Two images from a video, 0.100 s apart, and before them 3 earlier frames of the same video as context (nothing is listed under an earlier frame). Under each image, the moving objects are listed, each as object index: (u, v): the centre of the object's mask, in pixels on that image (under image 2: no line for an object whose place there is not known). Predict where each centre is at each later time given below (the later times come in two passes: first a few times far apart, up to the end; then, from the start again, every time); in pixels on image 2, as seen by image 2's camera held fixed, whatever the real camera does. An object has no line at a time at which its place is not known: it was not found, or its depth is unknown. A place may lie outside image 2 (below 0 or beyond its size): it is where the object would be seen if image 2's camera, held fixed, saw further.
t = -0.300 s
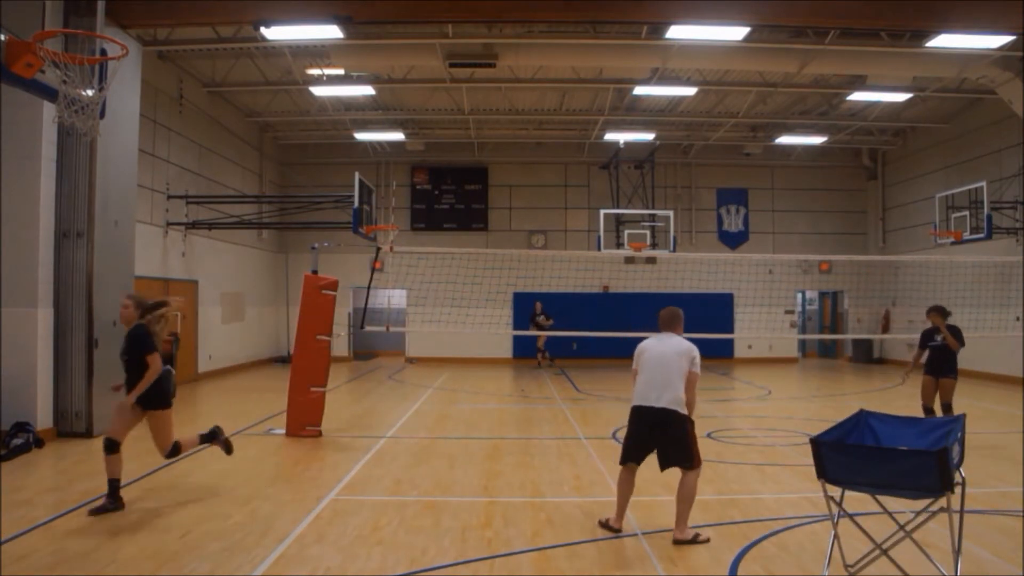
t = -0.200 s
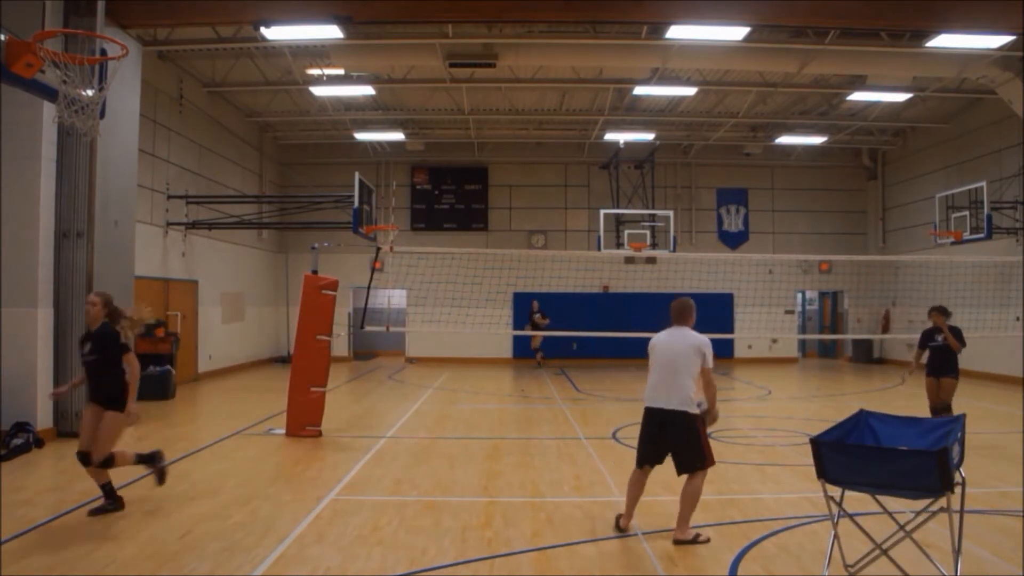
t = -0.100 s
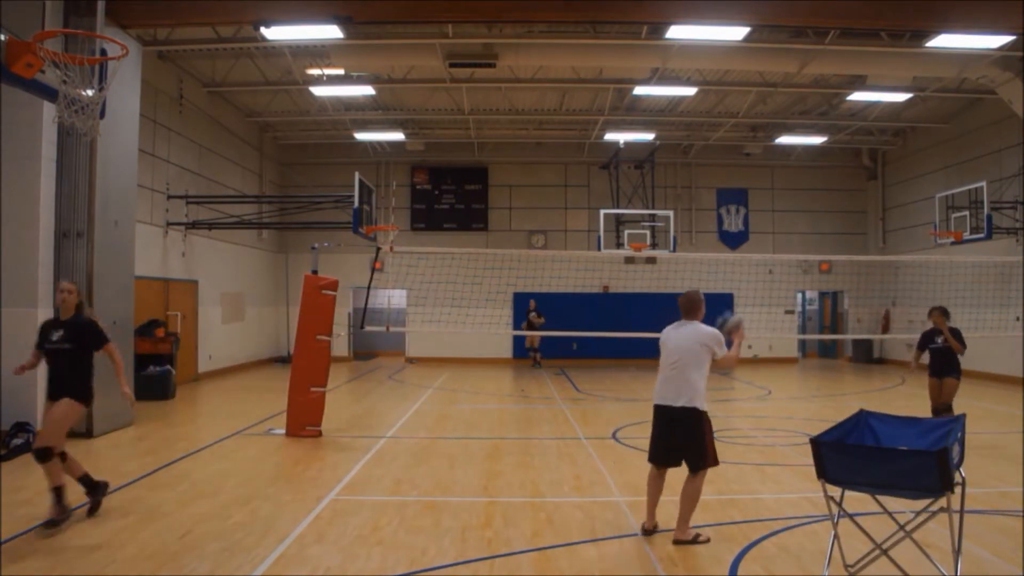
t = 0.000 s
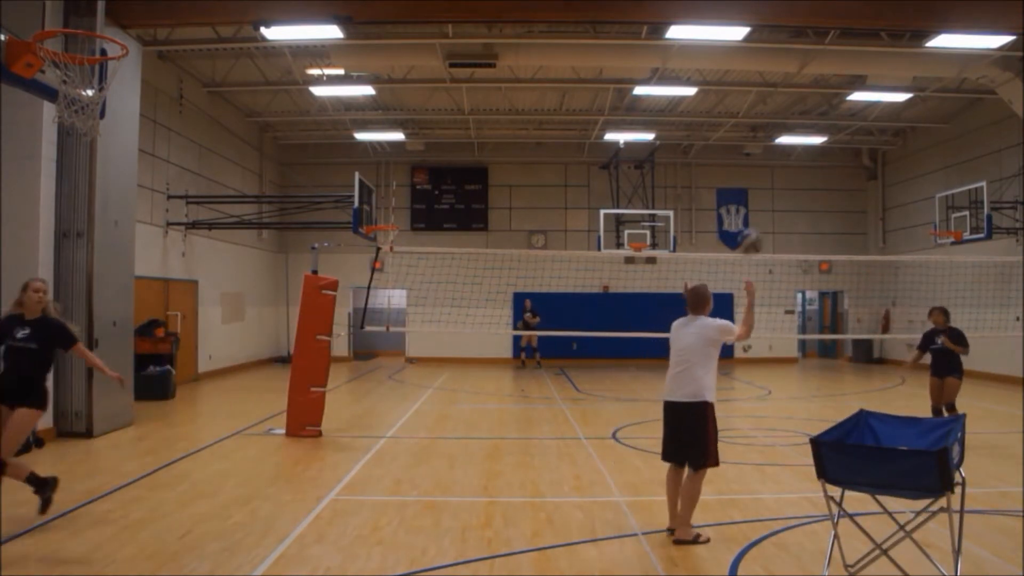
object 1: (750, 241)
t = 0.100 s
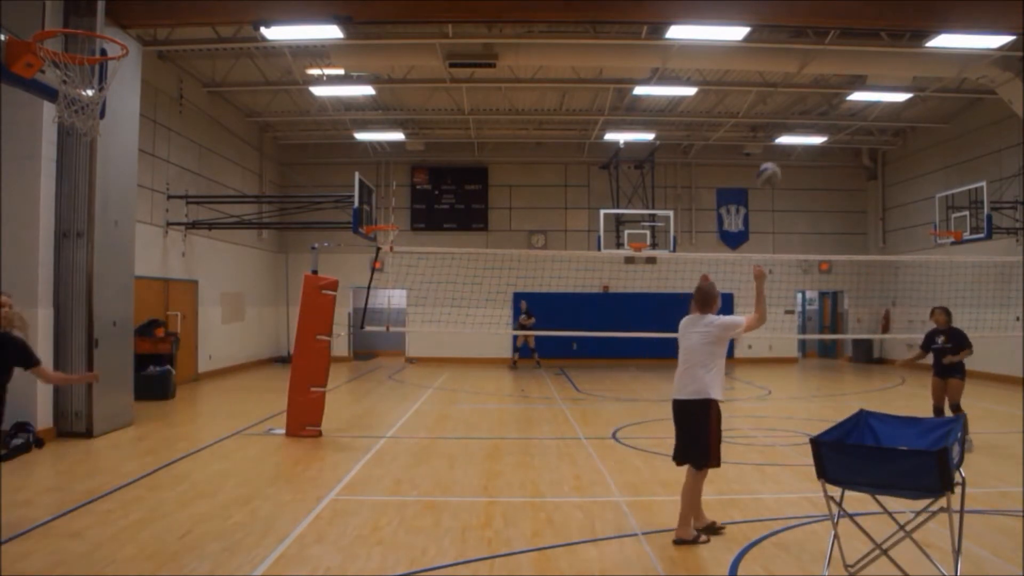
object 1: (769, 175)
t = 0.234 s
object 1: (790, 110)
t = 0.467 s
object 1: (821, 62)
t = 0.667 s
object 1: (846, 64)
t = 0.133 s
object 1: (774, 156)
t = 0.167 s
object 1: (778, 139)
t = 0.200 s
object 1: (783, 126)
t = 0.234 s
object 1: (790, 110)
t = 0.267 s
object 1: (795, 99)
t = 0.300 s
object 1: (799, 89)
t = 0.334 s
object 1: (803, 82)
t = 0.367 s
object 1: (807, 74)
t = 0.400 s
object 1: (811, 69)
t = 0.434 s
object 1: (816, 65)
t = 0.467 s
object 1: (821, 62)
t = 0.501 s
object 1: (825, 60)
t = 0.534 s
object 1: (829, 59)
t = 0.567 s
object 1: (834, 59)
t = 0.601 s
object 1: (838, 60)
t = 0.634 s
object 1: (842, 62)
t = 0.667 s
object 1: (846, 64)
